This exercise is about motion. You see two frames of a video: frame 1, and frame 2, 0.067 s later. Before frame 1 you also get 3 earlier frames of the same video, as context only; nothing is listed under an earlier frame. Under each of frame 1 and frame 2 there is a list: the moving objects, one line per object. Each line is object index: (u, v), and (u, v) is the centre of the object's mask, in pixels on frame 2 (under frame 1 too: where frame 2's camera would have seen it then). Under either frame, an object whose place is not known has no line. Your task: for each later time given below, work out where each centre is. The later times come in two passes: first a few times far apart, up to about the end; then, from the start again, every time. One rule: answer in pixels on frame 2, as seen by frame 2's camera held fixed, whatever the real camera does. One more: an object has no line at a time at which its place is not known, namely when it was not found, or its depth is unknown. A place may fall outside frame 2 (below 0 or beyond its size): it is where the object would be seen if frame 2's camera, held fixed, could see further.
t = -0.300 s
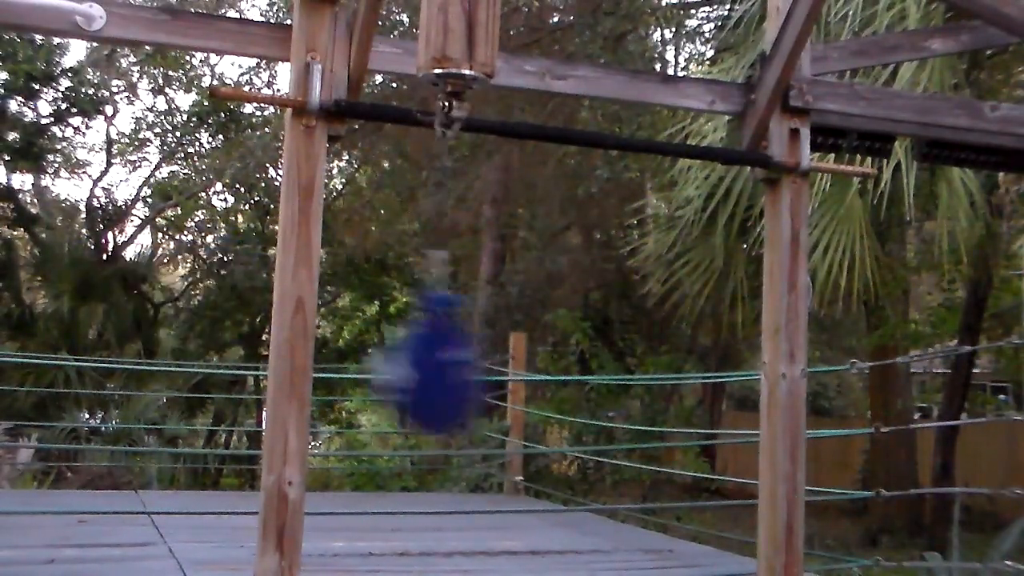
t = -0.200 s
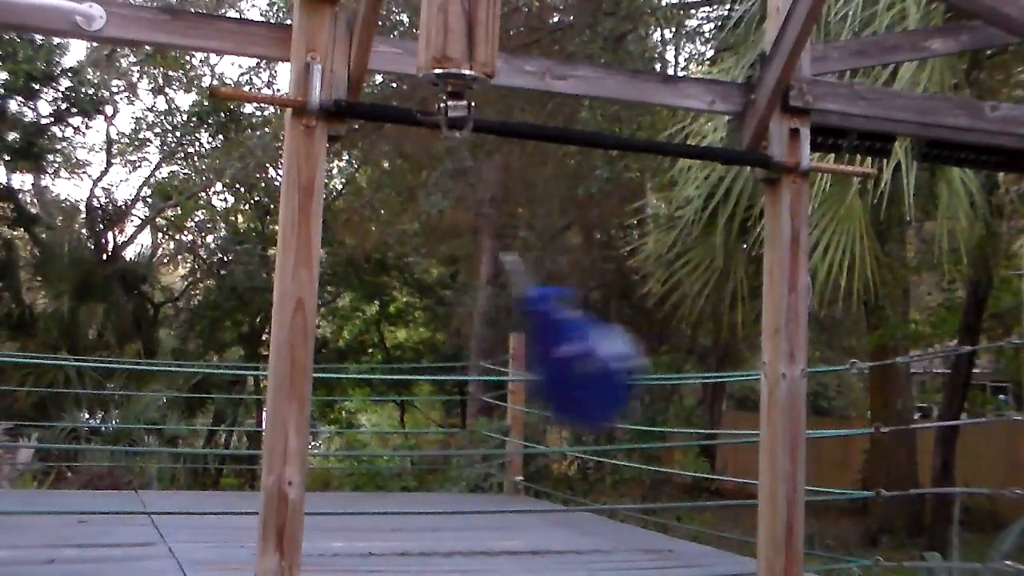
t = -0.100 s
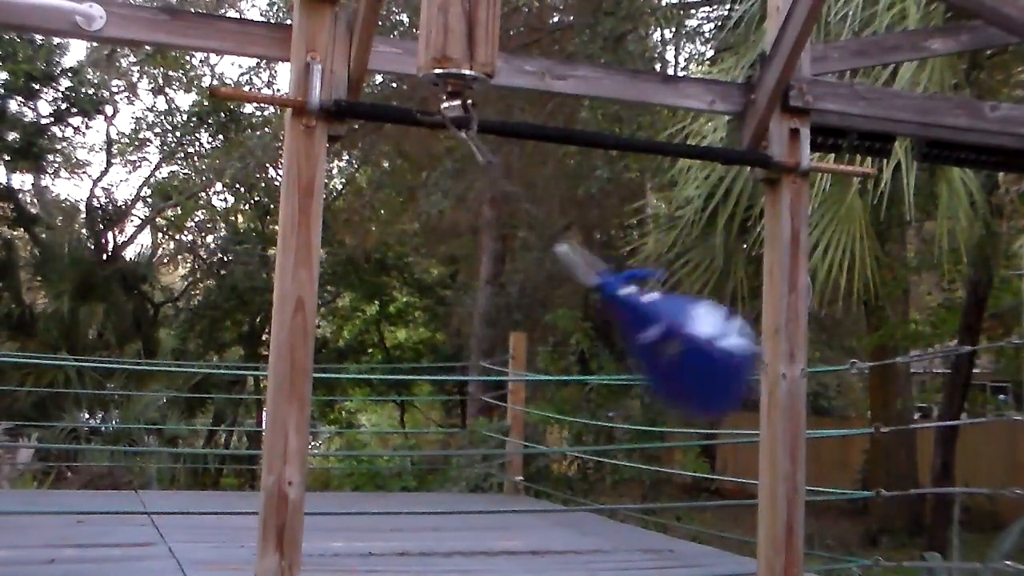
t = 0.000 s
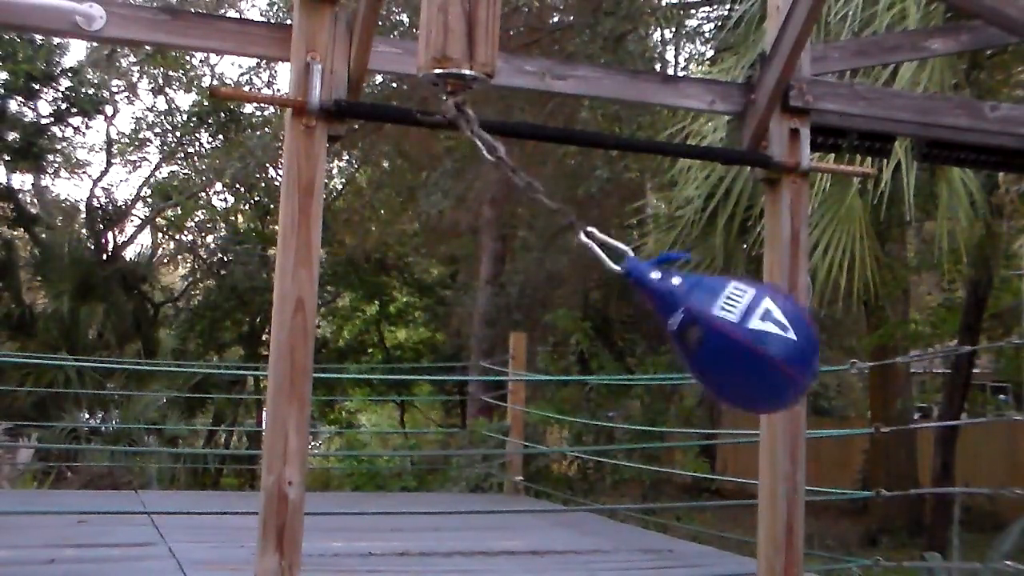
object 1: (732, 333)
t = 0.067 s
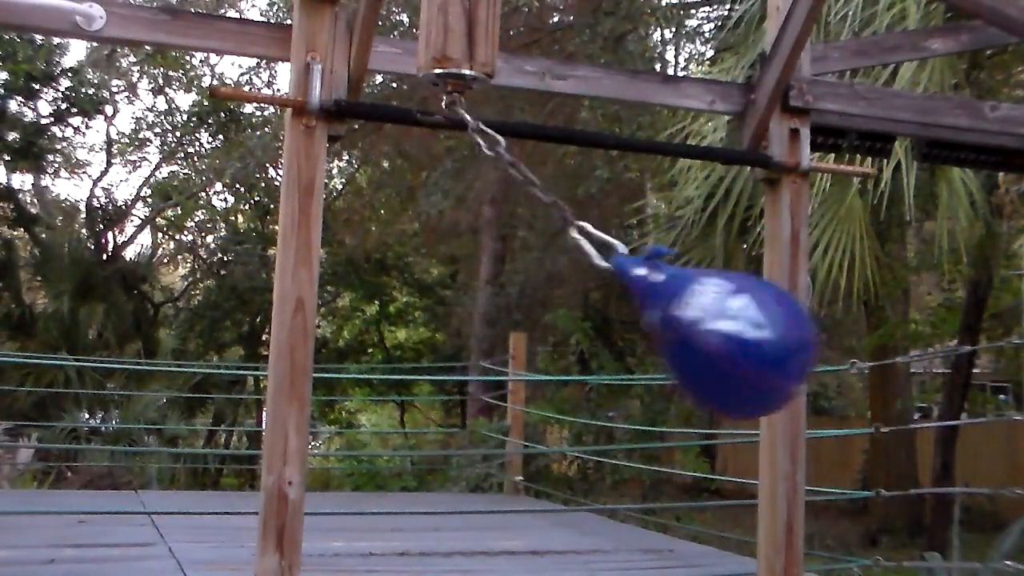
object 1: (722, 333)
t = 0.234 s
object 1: (498, 359)
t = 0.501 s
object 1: (199, 360)
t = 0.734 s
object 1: (371, 346)
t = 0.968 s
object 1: (611, 377)
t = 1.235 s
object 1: (601, 382)
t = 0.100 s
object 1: (701, 335)
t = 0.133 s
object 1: (667, 339)
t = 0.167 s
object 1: (620, 344)
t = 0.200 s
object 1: (562, 352)
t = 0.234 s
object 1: (498, 359)
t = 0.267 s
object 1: (432, 367)
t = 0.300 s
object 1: (368, 368)
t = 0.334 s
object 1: (308, 371)
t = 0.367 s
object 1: (261, 373)
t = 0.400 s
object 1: (226, 373)
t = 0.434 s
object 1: (206, 370)
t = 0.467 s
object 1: (198, 365)
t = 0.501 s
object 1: (199, 360)
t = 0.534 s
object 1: (208, 355)
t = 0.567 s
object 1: (224, 352)
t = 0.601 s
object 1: (244, 349)
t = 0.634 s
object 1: (273, 347)
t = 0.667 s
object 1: (306, 345)
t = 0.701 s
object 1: (340, 343)
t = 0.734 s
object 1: (371, 346)
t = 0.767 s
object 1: (409, 347)
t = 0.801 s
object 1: (446, 350)
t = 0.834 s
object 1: (481, 355)
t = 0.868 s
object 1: (519, 360)
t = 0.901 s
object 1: (554, 365)
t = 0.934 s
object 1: (583, 371)
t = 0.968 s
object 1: (611, 377)
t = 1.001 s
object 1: (635, 383)
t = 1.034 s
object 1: (654, 388)
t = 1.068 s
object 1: (666, 392)
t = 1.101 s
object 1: (671, 394)
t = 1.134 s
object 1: (667, 393)
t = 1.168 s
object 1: (655, 393)
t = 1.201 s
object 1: (633, 389)
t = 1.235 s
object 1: (601, 382)
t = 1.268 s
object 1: (558, 375)
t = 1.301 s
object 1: (508, 370)
